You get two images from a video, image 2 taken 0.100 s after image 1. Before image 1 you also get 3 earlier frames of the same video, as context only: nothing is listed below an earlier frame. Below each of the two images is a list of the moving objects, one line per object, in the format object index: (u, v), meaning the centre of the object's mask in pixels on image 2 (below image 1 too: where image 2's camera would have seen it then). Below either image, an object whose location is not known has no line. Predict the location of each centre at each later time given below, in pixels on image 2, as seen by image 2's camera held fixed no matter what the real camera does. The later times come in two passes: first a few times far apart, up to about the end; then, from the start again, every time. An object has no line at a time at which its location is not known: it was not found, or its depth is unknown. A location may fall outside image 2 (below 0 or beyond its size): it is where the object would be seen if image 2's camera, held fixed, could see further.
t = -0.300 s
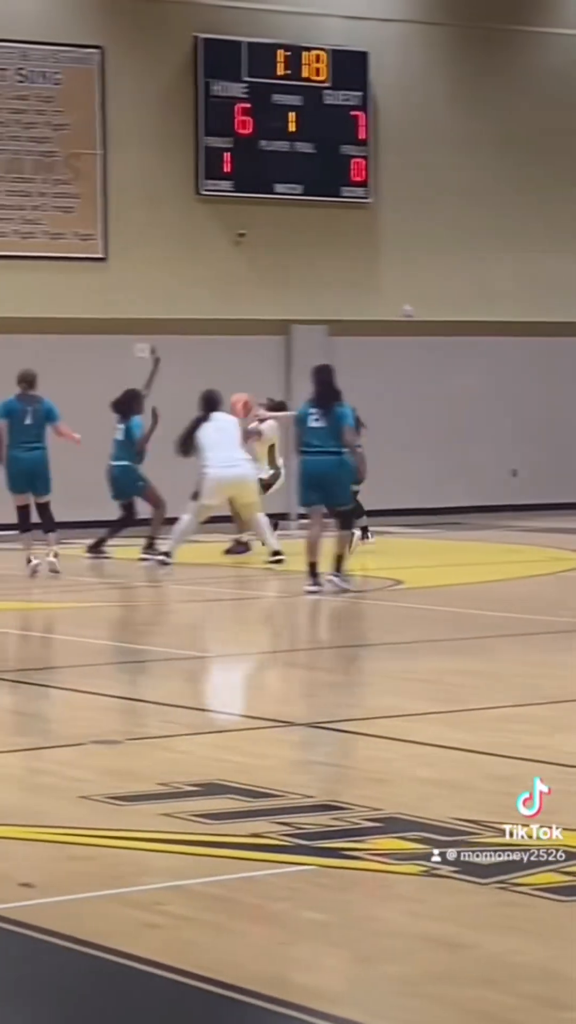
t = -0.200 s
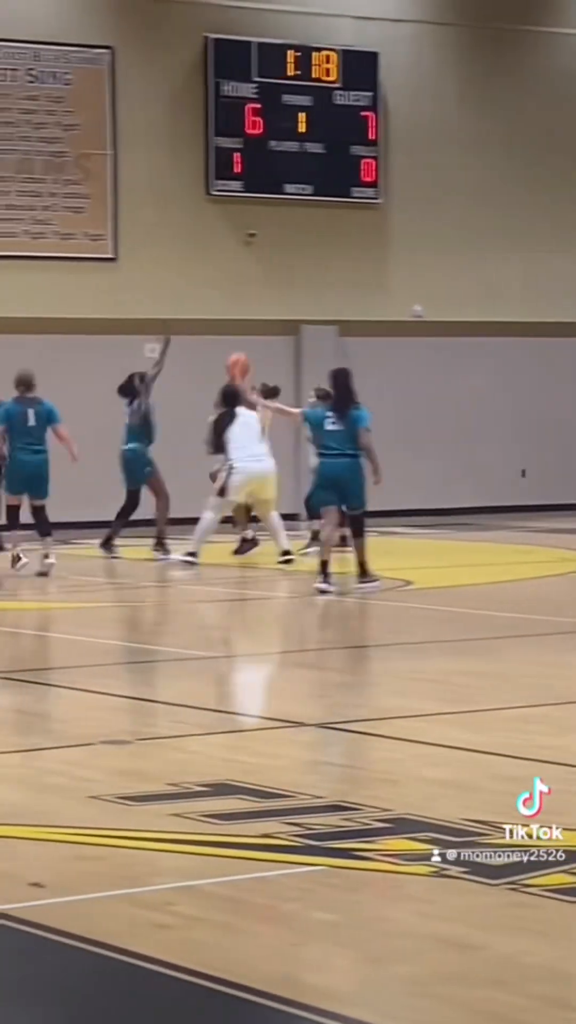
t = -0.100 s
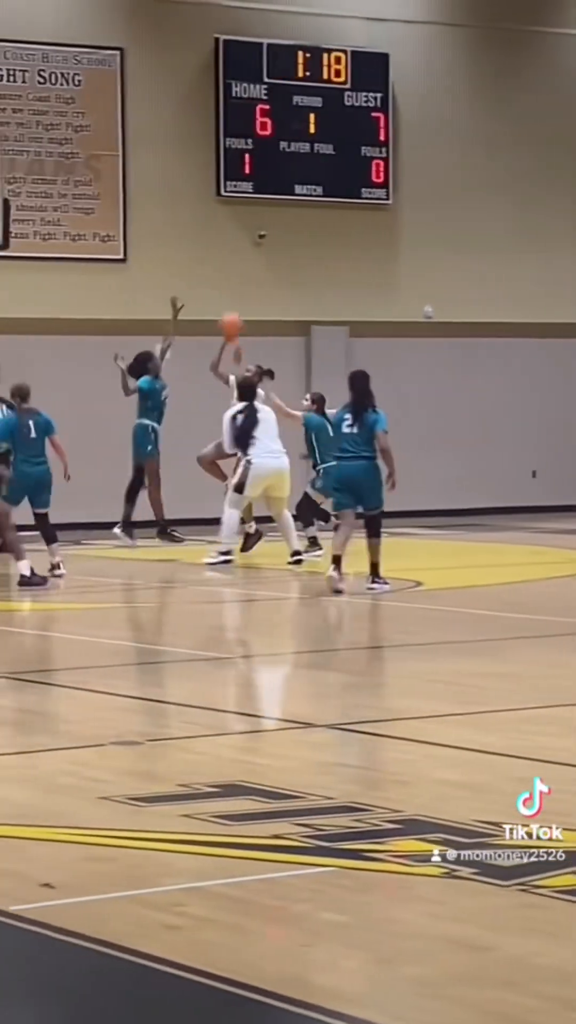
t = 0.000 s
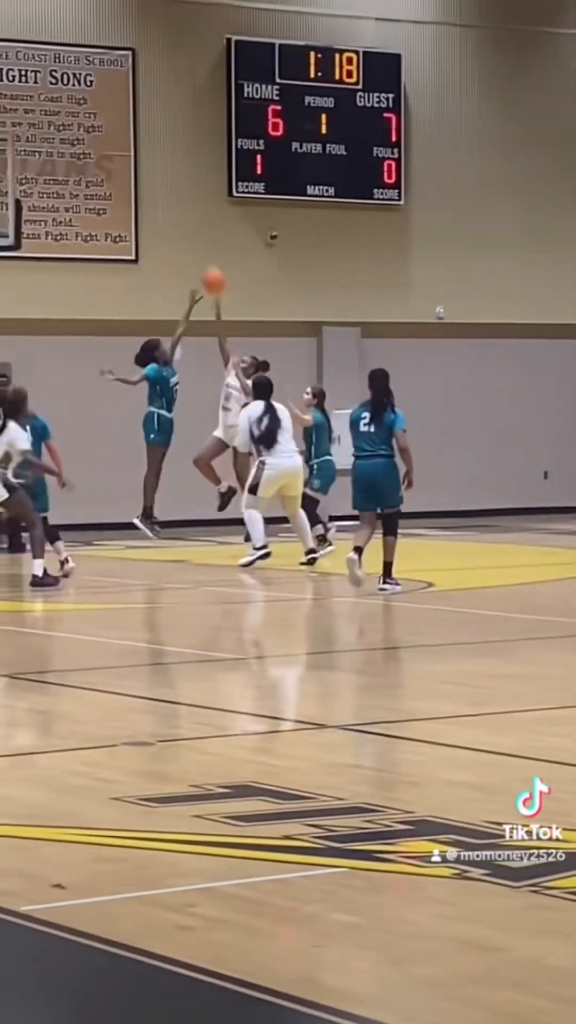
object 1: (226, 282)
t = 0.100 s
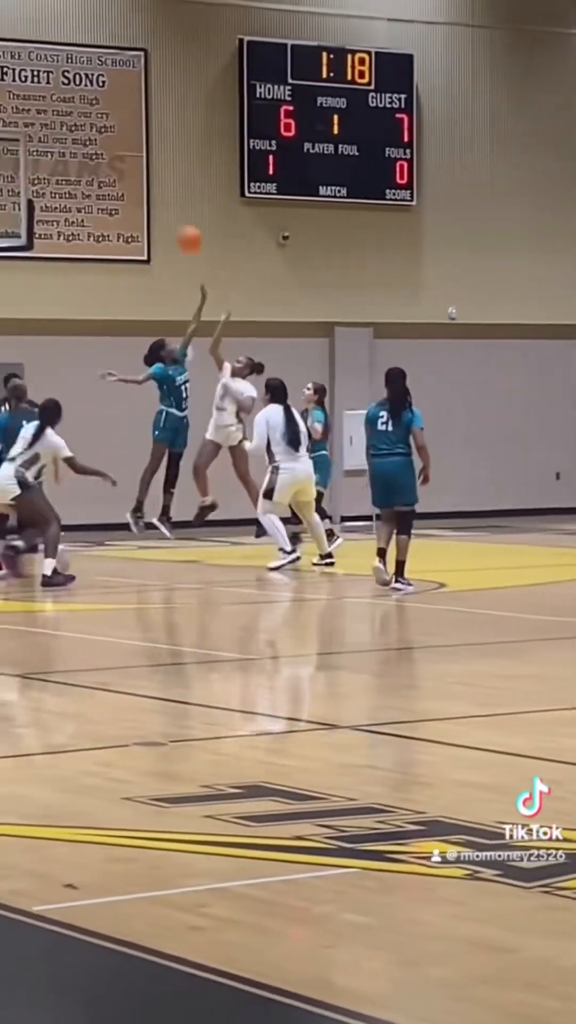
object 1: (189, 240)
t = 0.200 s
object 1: (154, 208)
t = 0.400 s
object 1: (82, 177)
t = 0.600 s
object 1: (5, 187)
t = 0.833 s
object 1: (-59, 248)
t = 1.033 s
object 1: (-47, 310)
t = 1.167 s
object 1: (-37, 369)
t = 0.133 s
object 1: (178, 229)
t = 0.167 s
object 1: (165, 217)
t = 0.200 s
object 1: (154, 208)
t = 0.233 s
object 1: (141, 199)
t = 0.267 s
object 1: (129, 191)
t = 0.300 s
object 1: (119, 187)
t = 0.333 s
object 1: (106, 182)
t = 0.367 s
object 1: (94, 179)
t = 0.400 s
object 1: (82, 177)
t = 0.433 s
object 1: (68, 175)
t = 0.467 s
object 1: (56, 175)
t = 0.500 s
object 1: (43, 176)
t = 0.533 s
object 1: (31, 180)
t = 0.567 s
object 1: (19, 183)
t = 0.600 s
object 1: (5, 187)
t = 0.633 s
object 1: (-6, 195)
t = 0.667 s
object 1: (-18, 201)
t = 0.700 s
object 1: (-29, 209)
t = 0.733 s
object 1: (-43, 215)
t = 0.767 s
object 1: (-58, 231)
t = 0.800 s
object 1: (-60, 240)
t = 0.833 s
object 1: (-59, 248)
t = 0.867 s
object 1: (-56, 257)
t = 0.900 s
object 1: (-55, 268)
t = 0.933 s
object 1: (-52, 277)
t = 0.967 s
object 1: (-50, 284)
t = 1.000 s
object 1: (-48, 296)
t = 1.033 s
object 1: (-47, 310)
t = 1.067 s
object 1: (-46, 322)
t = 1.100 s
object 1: (-43, 336)
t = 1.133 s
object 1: (-41, 353)
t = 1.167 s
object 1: (-37, 369)
